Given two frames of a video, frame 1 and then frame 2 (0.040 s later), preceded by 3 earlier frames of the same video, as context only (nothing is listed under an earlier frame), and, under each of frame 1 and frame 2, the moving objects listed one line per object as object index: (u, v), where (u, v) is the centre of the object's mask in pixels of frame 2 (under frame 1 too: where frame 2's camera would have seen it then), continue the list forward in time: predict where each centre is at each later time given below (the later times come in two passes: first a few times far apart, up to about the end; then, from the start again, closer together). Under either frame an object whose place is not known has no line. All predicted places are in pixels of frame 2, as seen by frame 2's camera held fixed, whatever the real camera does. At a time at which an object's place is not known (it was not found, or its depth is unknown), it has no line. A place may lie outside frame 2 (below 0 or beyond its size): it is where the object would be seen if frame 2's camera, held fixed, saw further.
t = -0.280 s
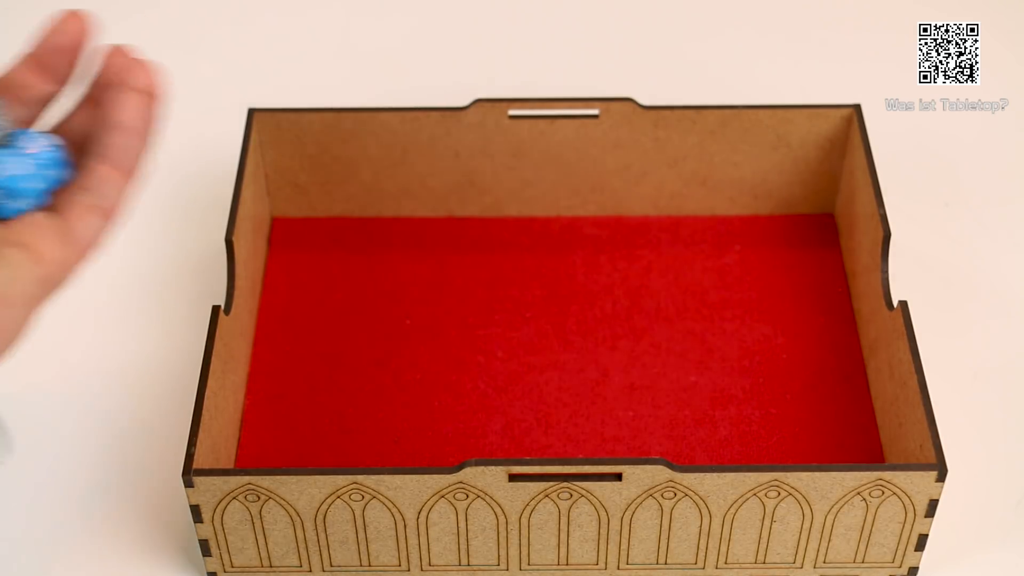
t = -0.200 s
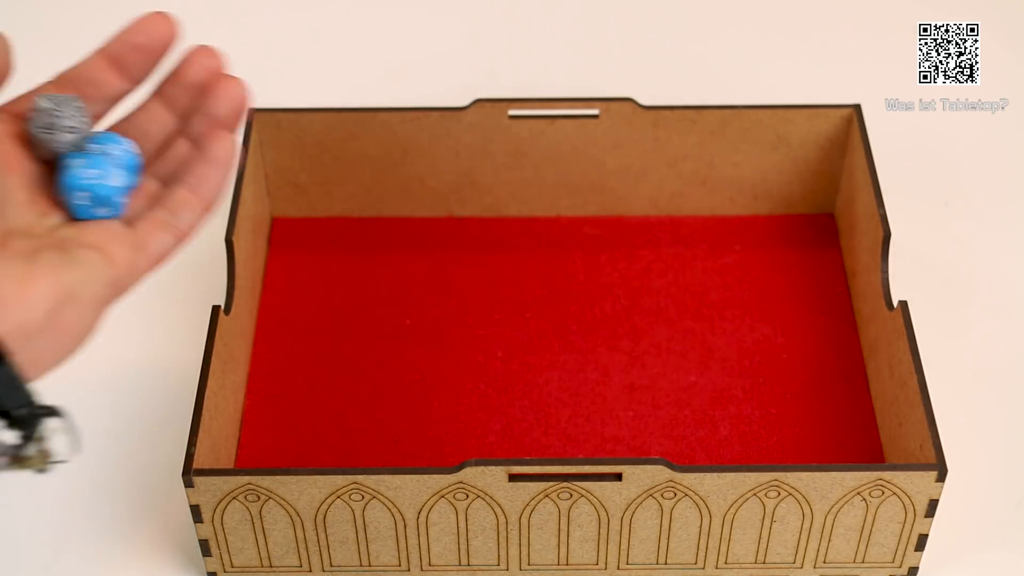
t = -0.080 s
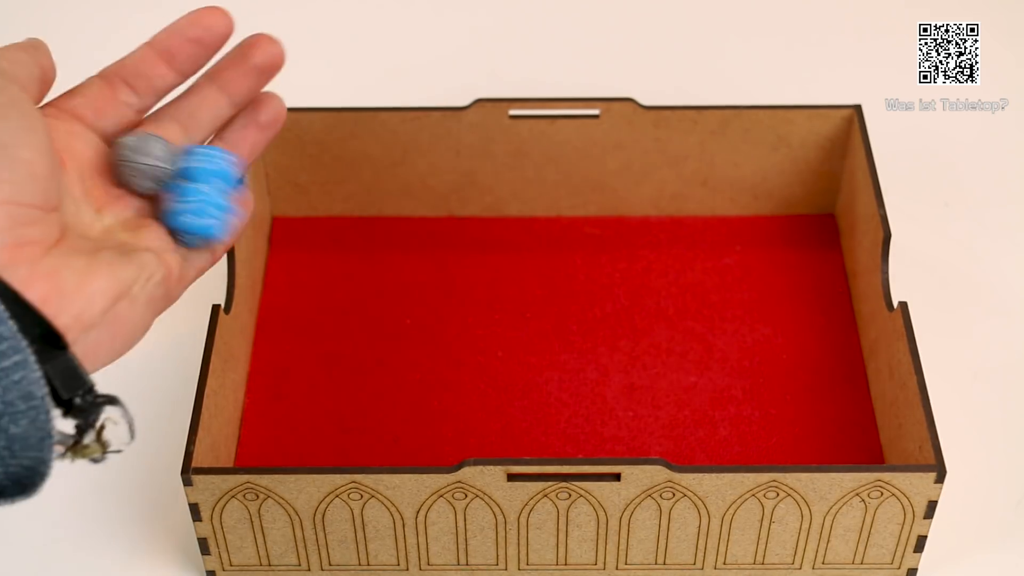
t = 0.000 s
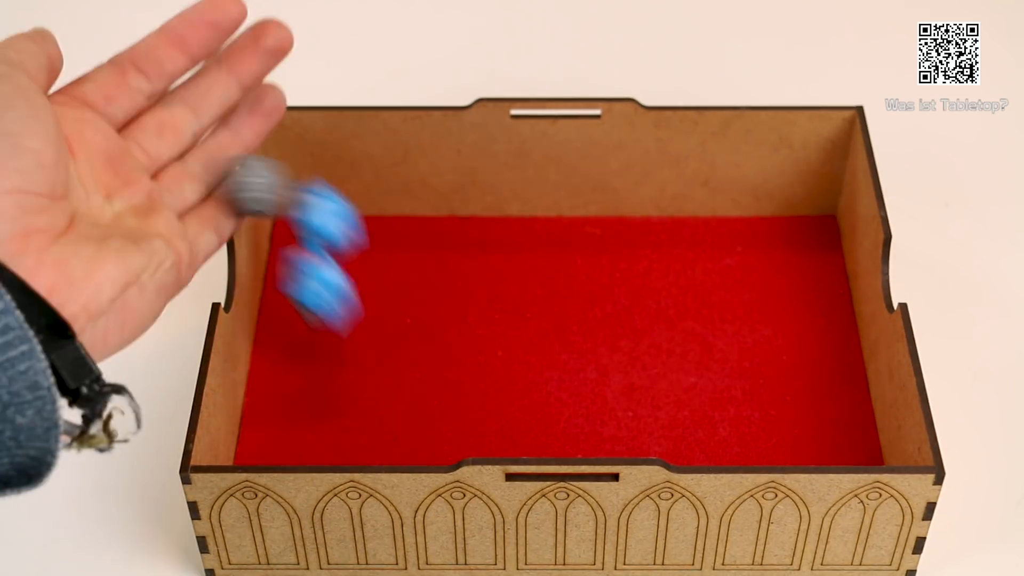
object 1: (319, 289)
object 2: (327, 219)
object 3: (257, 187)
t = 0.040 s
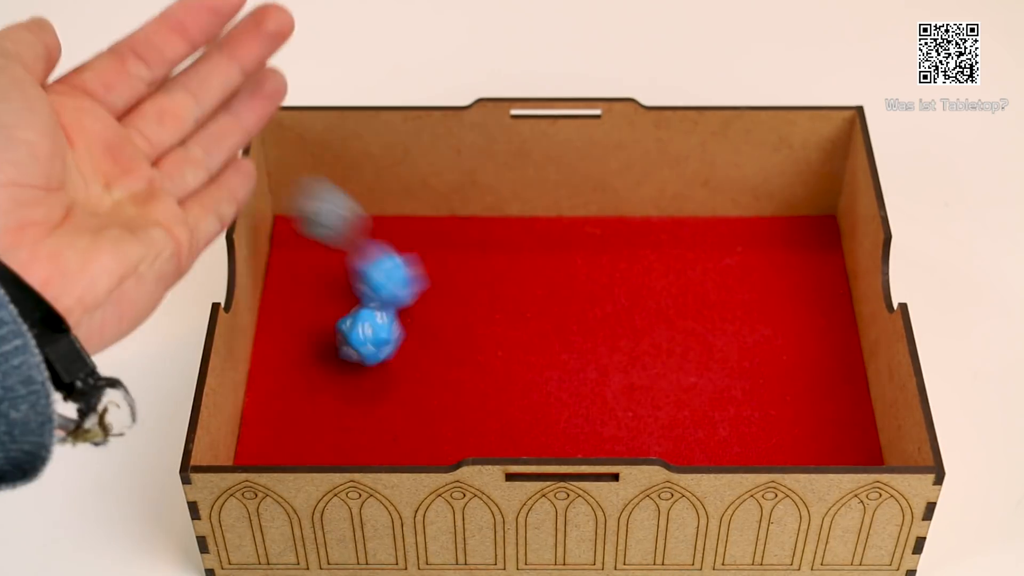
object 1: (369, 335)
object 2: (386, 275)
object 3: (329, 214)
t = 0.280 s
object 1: (480, 386)
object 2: (753, 241)
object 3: (560, 260)
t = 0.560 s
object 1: (489, 417)
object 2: (737, 272)
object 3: (504, 241)
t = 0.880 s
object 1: (489, 417)
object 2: (739, 274)
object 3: (497, 290)
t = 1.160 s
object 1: (489, 417)
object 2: (739, 274)
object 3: (501, 292)
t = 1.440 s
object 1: (489, 417)
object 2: (739, 274)
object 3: (501, 293)
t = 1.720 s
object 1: (489, 417)
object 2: (739, 275)
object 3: (501, 293)
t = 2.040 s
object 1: (489, 417)
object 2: (739, 274)
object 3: (501, 293)
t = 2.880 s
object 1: (489, 417)
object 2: (738, 274)
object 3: (501, 293)
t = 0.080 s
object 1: (393, 317)
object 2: (464, 251)
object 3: (384, 262)
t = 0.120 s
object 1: (421, 329)
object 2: (570, 243)
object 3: (414, 277)
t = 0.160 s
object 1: (445, 349)
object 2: (664, 221)
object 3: (446, 274)
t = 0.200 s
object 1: (457, 361)
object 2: (755, 212)
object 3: (483, 281)
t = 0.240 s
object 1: (467, 374)
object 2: (802, 218)
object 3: (521, 270)
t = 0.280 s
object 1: (480, 386)
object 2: (753, 241)
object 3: (560, 260)
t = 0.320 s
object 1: (489, 397)
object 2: (706, 251)
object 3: (598, 252)
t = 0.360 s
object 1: (490, 404)
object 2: (686, 257)
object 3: (614, 246)
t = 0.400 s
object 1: (490, 408)
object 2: (705, 266)
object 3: (588, 241)
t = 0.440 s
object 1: (490, 415)
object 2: (717, 273)
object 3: (564, 237)
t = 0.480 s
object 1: (489, 418)
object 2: (724, 275)
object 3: (543, 234)
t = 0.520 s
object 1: (489, 416)
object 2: (731, 273)
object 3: (523, 236)
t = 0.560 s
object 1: (489, 417)
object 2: (737, 272)
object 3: (504, 241)
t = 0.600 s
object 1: (489, 417)
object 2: (737, 273)
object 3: (491, 248)
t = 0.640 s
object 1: (489, 417)
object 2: (738, 274)
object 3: (482, 257)
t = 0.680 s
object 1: (489, 417)
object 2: (739, 275)
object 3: (480, 268)
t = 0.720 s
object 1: (489, 417)
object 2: (738, 274)
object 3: (480, 276)
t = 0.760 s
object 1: (489, 417)
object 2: (739, 274)
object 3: (484, 283)
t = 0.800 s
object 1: (489, 417)
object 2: (738, 274)
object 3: (489, 287)
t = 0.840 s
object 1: (489, 417)
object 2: (739, 274)
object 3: (493, 288)
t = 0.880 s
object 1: (489, 417)
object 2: (739, 274)
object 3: (497, 290)
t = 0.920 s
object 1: (489, 417)
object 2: (739, 274)
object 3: (502, 294)
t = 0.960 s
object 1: (489, 417)
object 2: (738, 274)
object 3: (503, 295)
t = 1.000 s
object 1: (489, 417)
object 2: (738, 274)
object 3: (500, 293)
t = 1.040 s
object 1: (489, 417)
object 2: (739, 274)
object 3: (501, 291)
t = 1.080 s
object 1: (489, 417)
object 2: (738, 274)
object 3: (501, 293)
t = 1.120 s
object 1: (489, 417)
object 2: (739, 274)
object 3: (501, 294)
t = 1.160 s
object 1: (489, 417)
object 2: (739, 274)
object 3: (501, 292)
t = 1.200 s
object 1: (489, 417)
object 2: (739, 274)
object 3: (501, 293)
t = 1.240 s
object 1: (489, 417)
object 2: (738, 274)
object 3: (501, 293)
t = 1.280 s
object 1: (489, 417)
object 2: (738, 274)
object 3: (501, 293)
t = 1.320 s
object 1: (489, 417)
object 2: (739, 274)
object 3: (501, 293)
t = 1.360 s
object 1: (489, 417)
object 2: (739, 274)
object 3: (501, 293)
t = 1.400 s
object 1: (489, 417)
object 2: (739, 274)
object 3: (501, 293)
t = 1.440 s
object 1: (489, 417)
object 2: (739, 274)
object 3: (501, 293)
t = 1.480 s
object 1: (489, 417)
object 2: (739, 274)
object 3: (501, 293)
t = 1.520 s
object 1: (489, 417)
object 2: (739, 274)
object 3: (501, 293)
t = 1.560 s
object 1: (489, 417)
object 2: (739, 274)
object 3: (501, 293)
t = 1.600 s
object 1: (489, 417)
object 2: (739, 274)
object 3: (501, 293)
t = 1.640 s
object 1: (489, 417)
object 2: (739, 274)
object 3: (501, 293)
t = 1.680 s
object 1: (489, 417)
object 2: (739, 275)
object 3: (501, 293)
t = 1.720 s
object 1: (489, 417)
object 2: (739, 275)
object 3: (501, 293)
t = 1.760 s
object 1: (489, 417)
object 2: (739, 274)
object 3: (501, 293)
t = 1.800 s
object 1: (489, 417)
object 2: (739, 274)
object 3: (501, 293)
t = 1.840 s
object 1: (489, 417)
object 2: (739, 274)
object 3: (501, 293)
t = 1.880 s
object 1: (489, 417)
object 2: (739, 275)
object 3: (501, 293)
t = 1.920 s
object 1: (489, 417)
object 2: (739, 275)
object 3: (501, 293)
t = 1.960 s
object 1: (489, 417)
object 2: (739, 275)
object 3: (501, 293)
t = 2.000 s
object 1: (489, 417)
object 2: (739, 274)
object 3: (501, 293)
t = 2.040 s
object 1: (489, 417)
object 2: (739, 274)
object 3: (501, 293)
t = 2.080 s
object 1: (489, 417)
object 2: (739, 274)
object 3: (501, 293)
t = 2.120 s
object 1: (489, 417)
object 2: (738, 274)
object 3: (501, 293)
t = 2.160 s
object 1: (489, 417)
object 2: (739, 274)
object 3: (501, 293)
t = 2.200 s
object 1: (489, 417)
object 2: (739, 274)
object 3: (501, 293)
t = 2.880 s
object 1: (489, 417)
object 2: (738, 274)
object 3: (501, 293)
